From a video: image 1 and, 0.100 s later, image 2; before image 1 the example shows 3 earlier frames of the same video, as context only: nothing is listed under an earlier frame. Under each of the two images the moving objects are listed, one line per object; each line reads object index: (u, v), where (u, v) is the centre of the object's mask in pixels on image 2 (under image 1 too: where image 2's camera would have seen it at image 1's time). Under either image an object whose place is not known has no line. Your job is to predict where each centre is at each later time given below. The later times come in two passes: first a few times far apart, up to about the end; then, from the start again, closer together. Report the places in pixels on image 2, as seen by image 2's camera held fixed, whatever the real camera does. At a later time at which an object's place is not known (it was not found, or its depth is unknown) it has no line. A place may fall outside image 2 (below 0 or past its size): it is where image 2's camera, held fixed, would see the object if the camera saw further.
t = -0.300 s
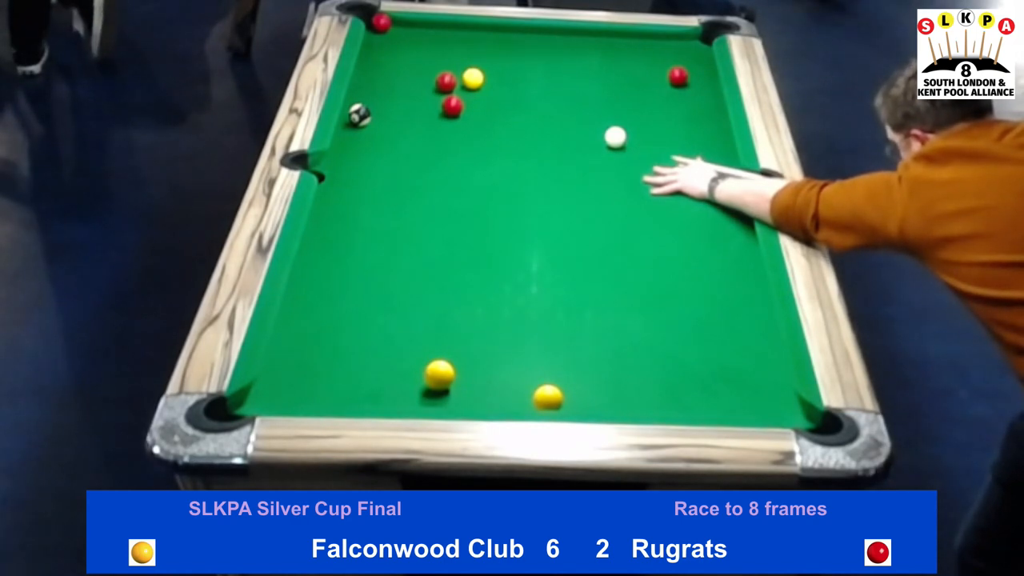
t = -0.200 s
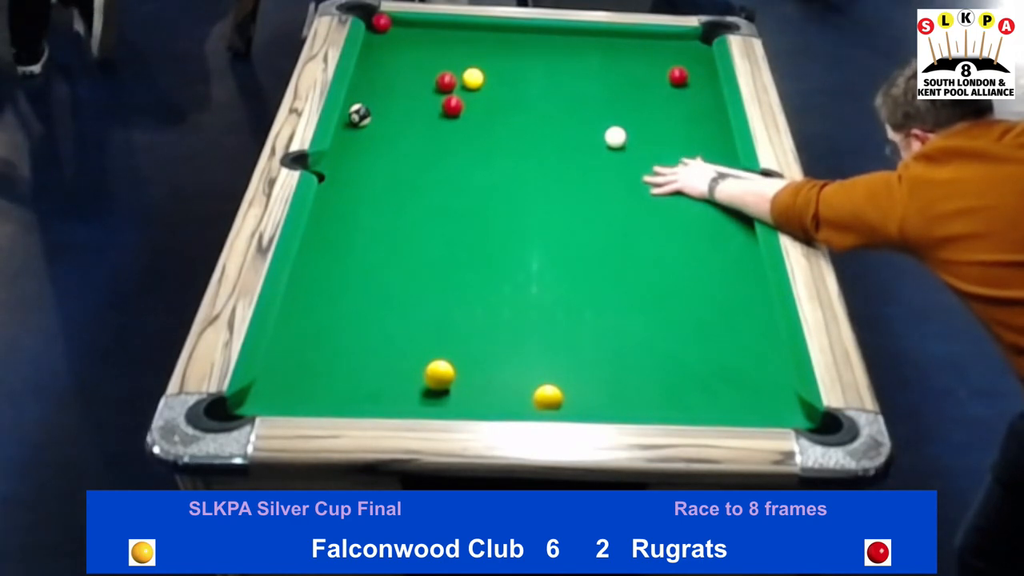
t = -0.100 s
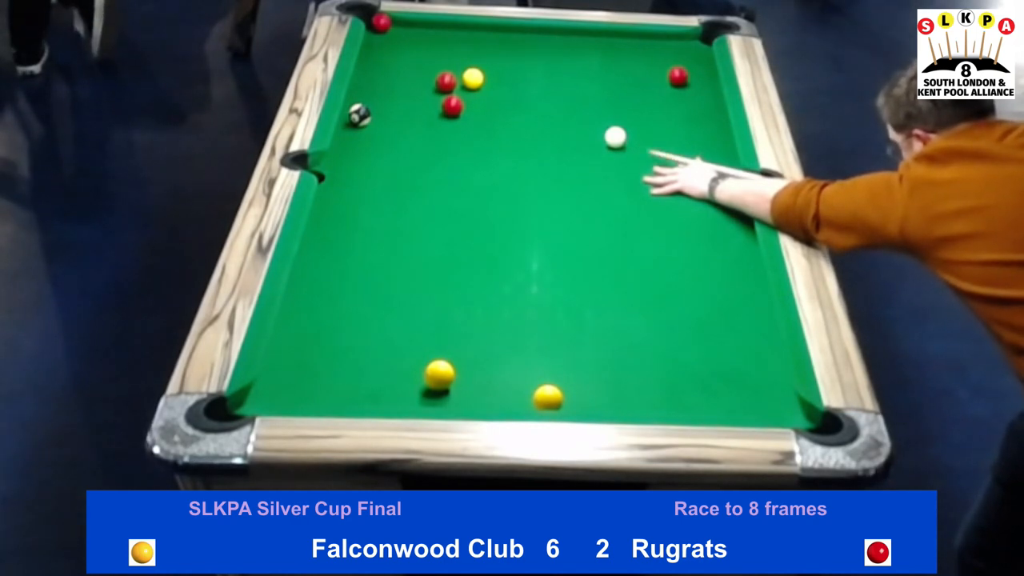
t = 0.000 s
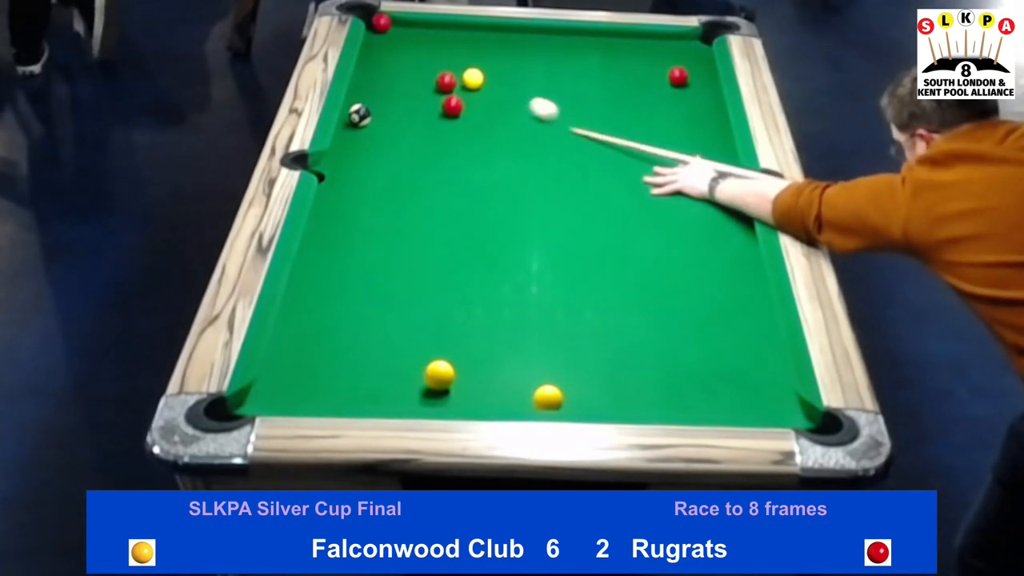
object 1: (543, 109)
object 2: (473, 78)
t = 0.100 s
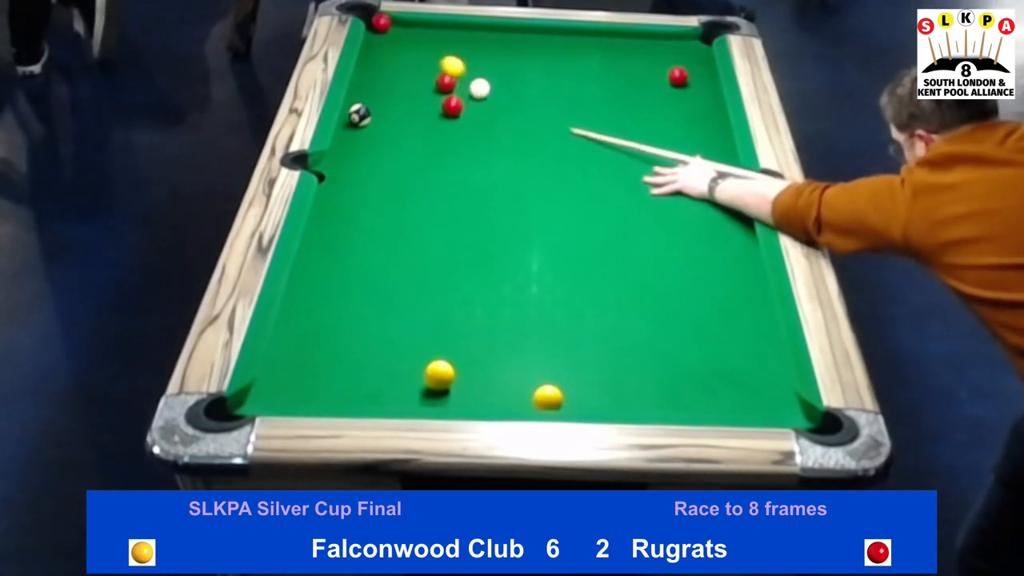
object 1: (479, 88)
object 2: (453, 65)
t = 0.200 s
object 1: (472, 97)
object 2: (401, 37)
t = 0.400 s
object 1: (479, 119)
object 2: (390, 30)
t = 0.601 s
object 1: (488, 142)
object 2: (414, 29)
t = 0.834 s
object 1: (499, 170)
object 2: (440, 28)
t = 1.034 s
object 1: (508, 195)
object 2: (461, 28)
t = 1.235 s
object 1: (518, 220)
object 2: (480, 27)
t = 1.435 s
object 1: (528, 247)
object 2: (497, 28)
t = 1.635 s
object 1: (538, 273)
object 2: (511, 30)
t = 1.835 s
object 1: (548, 301)
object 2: (523, 31)
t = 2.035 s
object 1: (558, 329)
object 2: (535, 32)
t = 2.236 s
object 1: (569, 357)
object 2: (545, 33)
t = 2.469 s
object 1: (581, 390)
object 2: (555, 34)
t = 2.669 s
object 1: (589, 399)
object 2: (562, 36)
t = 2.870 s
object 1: (595, 385)
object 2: (568, 36)
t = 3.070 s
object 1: (599, 368)
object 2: (572, 37)
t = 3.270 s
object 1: (603, 353)
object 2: (576, 37)
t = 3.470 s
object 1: (606, 340)
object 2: (578, 38)
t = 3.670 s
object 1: (609, 328)
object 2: (579, 38)
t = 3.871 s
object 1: (611, 317)
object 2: (579, 38)
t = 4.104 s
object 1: (613, 306)
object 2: (579, 39)
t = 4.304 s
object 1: (614, 298)
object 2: (579, 38)
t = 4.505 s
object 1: (615, 291)
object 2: (579, 39)
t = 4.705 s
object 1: (615, 285)
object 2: (579, 39)
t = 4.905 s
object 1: (616, 280)
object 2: (579, 38)
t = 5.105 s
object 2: (579, 38)
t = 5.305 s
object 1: (618, 273)
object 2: (579, 38)
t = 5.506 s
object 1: (618, 271)
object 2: (579, 39)
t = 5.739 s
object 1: (619, 270)
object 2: (579, 39)
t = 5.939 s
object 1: (619, 270)
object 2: (579, 39)
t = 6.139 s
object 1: (618, 270)
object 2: (579, 39)
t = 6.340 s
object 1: (619, 270)
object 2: (579, 38)
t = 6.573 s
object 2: (578, 38)
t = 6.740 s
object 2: (579, 39)
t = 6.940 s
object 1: (619, 270)
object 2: (579, 38)
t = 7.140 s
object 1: (618, 270)
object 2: (579, 39)
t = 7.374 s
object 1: (618, 270)
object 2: (579, 38)
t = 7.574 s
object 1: (618, 270)
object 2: (579, 38)
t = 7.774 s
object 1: (618, 270)
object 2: (579, 38)
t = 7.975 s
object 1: (618, 270)
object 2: (579, 38)
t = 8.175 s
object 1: (619, 270)
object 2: (579, 38)
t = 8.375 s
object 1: (618, 270)
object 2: (579, 38)
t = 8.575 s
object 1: (618, 270)
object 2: (579, 38)
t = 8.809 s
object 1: (619, 270)
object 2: (579, 38)
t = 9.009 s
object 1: (618, 270)
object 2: (579, 38)
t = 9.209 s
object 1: (618, 270)
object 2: (579, 38)
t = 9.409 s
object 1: (618, 270)
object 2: (579, 38)
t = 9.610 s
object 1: (618, 270)
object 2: (579, 38)
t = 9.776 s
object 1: (618, 270)
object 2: (579, 38)
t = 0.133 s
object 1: (476, 91)
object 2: (434, 56)
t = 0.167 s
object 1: (474, 94)
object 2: (417, 46)
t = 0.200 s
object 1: (472, 97)
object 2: (401, 37)
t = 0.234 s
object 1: (472, 101)
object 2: (387, 30)
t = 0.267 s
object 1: (473, 104)
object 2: (380, 29)
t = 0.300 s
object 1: (474, 108)
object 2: (375, 30)
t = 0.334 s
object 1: (476, 112)
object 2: (381, 30)
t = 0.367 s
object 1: (477, 116)
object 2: (386, 30)
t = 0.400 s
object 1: (479, 119)
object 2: (390, 30)
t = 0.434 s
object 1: (480, 123)
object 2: (394, 30)
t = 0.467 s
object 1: (482, 127)
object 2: (398, 30)
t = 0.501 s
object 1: (483, 131)
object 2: (402, 30)
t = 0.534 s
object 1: (485, 134)
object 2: (406, 30)
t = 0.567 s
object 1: (486, 138)
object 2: (410, 29)
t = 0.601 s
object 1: (488, 142)
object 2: (414, 29)
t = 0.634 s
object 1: (489, 146)
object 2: (418, 29)
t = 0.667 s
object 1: (491, 150)
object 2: (422, 29)
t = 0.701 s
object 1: (492, 154)
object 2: (425, 29)
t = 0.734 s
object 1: (494, 158)
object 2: (429, 29)
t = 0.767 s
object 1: (495, 162)
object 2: (433, 29)
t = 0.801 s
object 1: (497, 166)
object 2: (437, 29)
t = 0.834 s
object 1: (499, 170)
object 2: (440, 28)
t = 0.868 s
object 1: (500, 174)
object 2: (444, 28)
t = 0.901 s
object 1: (502, 178)
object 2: (447, 28)
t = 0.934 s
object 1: (503, 183)
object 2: (451, 28)
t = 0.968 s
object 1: (505, 187)
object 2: (454, 28)
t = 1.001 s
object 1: (506, 191)
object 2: (458, 28)
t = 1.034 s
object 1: (508, 195)
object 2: (461, 28)
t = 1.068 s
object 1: (509, 199)
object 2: (464, 28)
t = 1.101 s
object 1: (511, 203)
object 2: (468, 28)
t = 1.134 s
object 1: (513, 208)
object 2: (471, 28)
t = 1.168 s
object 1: (514, 212)
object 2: (474, 28)
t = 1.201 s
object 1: (516, 216)
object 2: (477, 27)
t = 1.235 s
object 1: (518, 220)
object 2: (480, 27)
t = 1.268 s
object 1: (519, 224)
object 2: (483, 27)
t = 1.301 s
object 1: (521, 229)
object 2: (487, 27)
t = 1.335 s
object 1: (522, 233)
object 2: (489, 27)
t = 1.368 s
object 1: (524, 238)
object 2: (492, 28)
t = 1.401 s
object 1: (526, 242)
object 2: (494, 28)
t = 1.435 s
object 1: (528, 247)
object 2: (497, 28)
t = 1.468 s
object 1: (529, 251)
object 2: (499, 28)
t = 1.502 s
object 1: (531, 255)
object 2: (502, 29)
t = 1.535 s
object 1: (533, 260)
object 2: (504, 29)
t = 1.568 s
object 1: (534, 264)
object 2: (506, 29)
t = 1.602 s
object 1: (536, 269)
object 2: (509, 29)
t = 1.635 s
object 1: (538, 273)
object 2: (511, 30)
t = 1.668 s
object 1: (539, 277)
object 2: (513, 30)
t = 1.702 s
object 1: (541, 282)
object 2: (515, 30)
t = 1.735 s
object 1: (543, 287)
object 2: (517, 30)
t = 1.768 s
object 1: (545, 291)
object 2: (519, 30)
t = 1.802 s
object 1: (546, 296)
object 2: (521, 31)
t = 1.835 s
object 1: (548, 301)
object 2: (523, 31)
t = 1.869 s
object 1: (550, 305)
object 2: (525, 31)
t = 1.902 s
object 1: (551, 310)
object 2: (527, 31)
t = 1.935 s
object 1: (553, 315)
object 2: (529, 32)
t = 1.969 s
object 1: (555, 319)
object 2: (531, 32)
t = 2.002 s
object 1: (557, 324)
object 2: (533, 32)
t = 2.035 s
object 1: (558, 329)
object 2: (535, 32)
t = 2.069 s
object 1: (560, 333)
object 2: (536, 32)
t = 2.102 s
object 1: (562, 338)
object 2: (538, 32)
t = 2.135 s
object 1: (564, 343)
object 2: (540, 33)
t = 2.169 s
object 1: (565, 347)
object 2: (542, 33)
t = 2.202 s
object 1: (567, 352)
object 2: (543, 33)
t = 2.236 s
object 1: (569, 357)
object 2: (545, 33)
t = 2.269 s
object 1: (570, 361)
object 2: (546, 33)
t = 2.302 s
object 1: (572, 366)
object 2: (548, 34)
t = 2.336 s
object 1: (574, 371)
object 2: (549, 33)
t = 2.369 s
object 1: (576, 376)
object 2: (550, 34)
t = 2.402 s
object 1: (577, 381)
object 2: (552, 34)
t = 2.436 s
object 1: (579, 385)
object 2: (553, 34)
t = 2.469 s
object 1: (581, 390)
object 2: (555, 34)
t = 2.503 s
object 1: (582, 394)
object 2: (556, 35)
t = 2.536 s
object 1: (584, 398)
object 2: (557, 35)
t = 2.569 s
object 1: (586, 401)
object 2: (558, 35)
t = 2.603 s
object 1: (587, 404)
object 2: (559, 35)
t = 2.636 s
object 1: (589, 402)
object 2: (561, 35)
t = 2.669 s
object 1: (589, 399)
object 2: (562, 36)
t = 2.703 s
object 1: (590, 398)
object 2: (563, 36)
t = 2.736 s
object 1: (591, 396)
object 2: (564, 36)
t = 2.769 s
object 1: (592, 393)
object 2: (565, 36)
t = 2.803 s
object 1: (593, 390)
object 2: (566, 36)
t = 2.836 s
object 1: (594, 388)
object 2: (567, 36)
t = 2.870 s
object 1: (595, 385)
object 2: (568, 36)
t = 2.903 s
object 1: (596, 382)
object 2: (569, 36)
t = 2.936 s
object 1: (596, 379)
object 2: (569, 36)
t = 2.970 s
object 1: (598, 377)
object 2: (570, 37)
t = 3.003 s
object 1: (598, 374)
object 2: (571, 37)
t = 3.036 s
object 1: (598, 371)
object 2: (572, 37)
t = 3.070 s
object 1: (599, 368)
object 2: (572, 37)
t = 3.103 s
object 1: (600, 366)
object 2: (573, 37)
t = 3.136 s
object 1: (601, 363)
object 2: (574, 37)
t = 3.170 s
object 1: (601, 361)
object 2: (574, 37)
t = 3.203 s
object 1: (602, 358)
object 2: (575, 37)
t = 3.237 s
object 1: (602, 356)
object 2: (575, 37)
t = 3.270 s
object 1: (603, 353)
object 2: (576, 37)
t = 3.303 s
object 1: (603, 351)
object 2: (576, 37)
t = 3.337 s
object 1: (604, 348)
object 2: (577, 38)
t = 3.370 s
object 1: (604, 346)
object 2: (577, 38)
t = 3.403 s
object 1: (605, 344)
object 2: (577, 38)
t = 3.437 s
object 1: (605, 342)
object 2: (578, 38)
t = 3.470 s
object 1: (606, 340)
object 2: (578, 38)
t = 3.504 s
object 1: (606, 338)
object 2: (578, 38)
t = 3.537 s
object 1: (607, 335)
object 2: (578, 38)
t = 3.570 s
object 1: (607, 334)
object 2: (579, 38)
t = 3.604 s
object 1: (608, 332)
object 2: (579, 38)
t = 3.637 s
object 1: (608, 330)
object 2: (579, 38)
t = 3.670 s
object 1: (609, 328)
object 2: (579, 38)
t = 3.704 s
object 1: (609, 326)
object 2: (579, 38)
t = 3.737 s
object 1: (610, 324)
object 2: (579, 39)
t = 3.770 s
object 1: (610, 322)
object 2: (579, 39)
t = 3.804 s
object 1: (610, 320)
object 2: (579, 39)
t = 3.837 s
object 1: (611, 319)
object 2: (579, 39)
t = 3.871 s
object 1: (611, 317)
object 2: (579, 38)
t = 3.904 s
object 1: (611, 315)
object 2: (579, 38)
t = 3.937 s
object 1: (612, 314)
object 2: (579, 39)
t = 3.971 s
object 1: (612, 312)
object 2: (579, 38)
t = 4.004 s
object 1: (612, 311)
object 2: (579, 38)
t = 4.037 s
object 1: (613, 309)
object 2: (579, 39)
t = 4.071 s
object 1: (613, 308)
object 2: (579, 38)
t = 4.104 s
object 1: (613, 306)
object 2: (579, 39)
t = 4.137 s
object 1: (613, 305)
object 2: (579, 39)
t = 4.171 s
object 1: (613, 304)
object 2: (579, 39)
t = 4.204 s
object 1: (613, 302)
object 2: (579, 38)
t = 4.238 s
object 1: (614, 300)
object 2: (579, 39)
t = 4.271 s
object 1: (614, 299)
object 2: (579, 39)
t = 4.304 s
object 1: (614, 298)
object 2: (579, 38)
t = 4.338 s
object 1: (614, 297)
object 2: (579, 39)
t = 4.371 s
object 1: (614, 295)
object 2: (579, 39)
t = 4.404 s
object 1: (614, 294)
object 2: (579, 38)
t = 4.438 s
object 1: (614, 293)
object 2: (579, 38)
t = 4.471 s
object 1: (614, 291)
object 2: (579, 38)
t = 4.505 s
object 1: (615, 291)
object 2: (579, 39)
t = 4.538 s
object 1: (615, 289)
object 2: (579, 39)
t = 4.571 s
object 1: (615, 288)
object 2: (579, 38)
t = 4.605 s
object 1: (615, 287)
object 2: (579, 39)
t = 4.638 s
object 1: (615, 286)
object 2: (579, 39)
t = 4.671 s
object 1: (615, 286)
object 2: (579, 39)
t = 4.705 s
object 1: (615, 285)
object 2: (579, 39)
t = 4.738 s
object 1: (615, 284)
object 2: (579, 38)
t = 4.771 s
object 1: (615, 283)
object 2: (579, 39)
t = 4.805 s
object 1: (615, 282)
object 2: (579, 38)
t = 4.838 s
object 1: (616, 281)
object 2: (579, 39)
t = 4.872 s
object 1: (616, 281)
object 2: (579, 38)
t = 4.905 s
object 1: (616, 280)
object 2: (579, 38)
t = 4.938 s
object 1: (616, 279)
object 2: (579, 38)
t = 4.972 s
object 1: (616, 278)
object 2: (579, 39)
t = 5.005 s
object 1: (609, 281)
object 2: (579, 39)
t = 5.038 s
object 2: (579, 38)
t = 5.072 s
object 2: (579, 39)
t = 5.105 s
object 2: (579, 38)
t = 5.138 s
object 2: (579, 38)
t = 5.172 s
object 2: (579, 38)
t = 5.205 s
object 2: (579, 38)
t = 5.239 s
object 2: (579, 38)
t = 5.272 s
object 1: (621, 270)
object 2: (579, 38)
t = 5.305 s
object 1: (618, 273)
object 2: (579, 38)
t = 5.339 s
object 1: (618, 272)
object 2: (579, 39)
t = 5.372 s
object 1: (618, 272)
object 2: (579, 39)
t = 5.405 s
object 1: (618, 272)
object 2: (579, 39)
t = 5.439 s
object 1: (618, 271)
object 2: (579, 39)
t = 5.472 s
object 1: (618, 271)
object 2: (579, 39)
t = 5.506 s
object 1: (618, 271)
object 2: (579, 39)
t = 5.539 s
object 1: (619, 270)
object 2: (579, 39)
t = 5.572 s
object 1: (619, 270)
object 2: (579, 38)
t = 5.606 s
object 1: (619, 270)
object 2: (579, 39)
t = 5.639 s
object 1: (619, 270)
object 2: (579, 38)
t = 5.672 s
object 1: (619, 270)
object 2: (579, 39)
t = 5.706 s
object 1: (619, 270)
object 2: (579, 39)
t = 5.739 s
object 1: (619, 270)
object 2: (579, 39)
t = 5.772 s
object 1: (619, 270)
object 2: (579, 38)
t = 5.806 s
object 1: (619, 270)
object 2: (579, 39)
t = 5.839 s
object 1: (619, 270)
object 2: (579, 38)
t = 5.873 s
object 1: (619, 270)
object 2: (579, 38)
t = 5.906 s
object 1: (619, 270)
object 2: (579, 39)
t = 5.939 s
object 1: (619, 270)
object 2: (579, 39)
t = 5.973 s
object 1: (619, 270)
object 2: (579, 38)
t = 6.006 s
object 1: (619, 270)
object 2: (579, 38)
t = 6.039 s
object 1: (619, 270)
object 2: (579, 38)
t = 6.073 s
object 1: (619, 270)
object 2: (579, 39)
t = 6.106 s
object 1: (619, 270)
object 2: (579, 39)
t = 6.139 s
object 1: (618, 270)
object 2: (579, 39)
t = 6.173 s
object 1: (618, 270)
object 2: (579, 38)
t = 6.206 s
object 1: (618, 270)
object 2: (579, 39)
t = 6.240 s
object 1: (618, 270)
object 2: (579, 39)
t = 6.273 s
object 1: (618, 270)
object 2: (579, 39)
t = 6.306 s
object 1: (619, 270)
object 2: (579, 38)
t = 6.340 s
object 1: (619, 270)
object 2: (579, 38)
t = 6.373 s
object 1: (618, 270)
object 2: (579, 38)
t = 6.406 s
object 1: (618, 270)
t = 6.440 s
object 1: (618, 270)
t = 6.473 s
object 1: (619, 270)
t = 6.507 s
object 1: (625, 264)
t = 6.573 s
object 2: (578, 38)
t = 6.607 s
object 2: (579, 39)
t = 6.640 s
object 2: (579, 39)
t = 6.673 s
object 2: (579, 39)
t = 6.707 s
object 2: (579, 38)
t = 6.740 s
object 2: (579, 39)
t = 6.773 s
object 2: (579, 39)
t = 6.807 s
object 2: (579, 39)
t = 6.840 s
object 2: (579, 38)
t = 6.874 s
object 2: (579, 38)
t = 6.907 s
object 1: (615, 267)
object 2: (579, 39)
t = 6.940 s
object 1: (619, 270)
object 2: (579, 38)
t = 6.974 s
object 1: (619, 270)
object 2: (579, 39)
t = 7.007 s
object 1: (619, 270)
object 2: (579, 38)
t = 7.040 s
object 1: (619, 270)
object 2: (579, 39)
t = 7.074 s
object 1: (619, 270)
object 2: (579, 38)
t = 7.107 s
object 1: (619, 270)
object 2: (579, 39)
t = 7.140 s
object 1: (618, 270)
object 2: (579, 39)
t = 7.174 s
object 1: (619, 270)
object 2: (579, 38)
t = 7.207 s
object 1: (618, 270)
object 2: (579, 39)
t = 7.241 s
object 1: (618, 270)
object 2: (579, 39)
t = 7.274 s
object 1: (618, 270)
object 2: (579, 38)
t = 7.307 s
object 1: (618, 270)
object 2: (579, 39)
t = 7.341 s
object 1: (618, 270)
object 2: (579, 39)
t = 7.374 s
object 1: (618, 270)
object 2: (579, 38)
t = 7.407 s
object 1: (618, 270)
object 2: (579, 39)
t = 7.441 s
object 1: (619, 270)
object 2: (579, 38)
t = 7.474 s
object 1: (618, 270)
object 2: (579, 38)
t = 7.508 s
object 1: (618, 270)
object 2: (579, 38)
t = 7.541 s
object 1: (618, 270)
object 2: (579, 38)
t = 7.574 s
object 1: (618, 270)
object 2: (579, 38)
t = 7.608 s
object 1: (618, 270)
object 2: (579, 38)
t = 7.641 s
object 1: (618, 270)
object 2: (579, 38)
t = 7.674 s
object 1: (618, 270)
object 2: (579, 38)
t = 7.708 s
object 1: (618, 270)
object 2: (579, 38)
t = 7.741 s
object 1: (618, 270)
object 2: (579, 39)
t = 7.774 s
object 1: (618, 270)
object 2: (579, 38)
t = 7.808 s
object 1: (618, 270)
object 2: (579, 38)
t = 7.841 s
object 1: (618, 270)
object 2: (579, 38)
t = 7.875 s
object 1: (618, 270)
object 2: (579, 38)
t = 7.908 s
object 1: (618, 270)
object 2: (579, 38)
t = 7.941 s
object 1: (618, 270)
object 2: (579, 39)
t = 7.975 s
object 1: (618, 270)
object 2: (579, 38)
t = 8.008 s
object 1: (618, 270)
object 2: (579, 39)
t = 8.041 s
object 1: (618, 270)
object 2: (579, 38)
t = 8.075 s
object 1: (619, 270)
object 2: (579, 38)
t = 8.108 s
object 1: (618, 270)
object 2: (579, 38)
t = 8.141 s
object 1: (619, 270)
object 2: (579, 38)
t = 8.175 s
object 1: (619, 270)
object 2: (579, 38)
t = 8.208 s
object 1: (619, 270)
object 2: (579, 38)
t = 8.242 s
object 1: (619, 270)
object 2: (579, 38)
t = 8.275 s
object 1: (618, 270)
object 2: (579, 38)
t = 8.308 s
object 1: (618, 270)
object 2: (579, 38)
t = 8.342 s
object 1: (618, 270)
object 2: (579, 38)
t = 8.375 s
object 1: (618, 270)
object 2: (579, 38)
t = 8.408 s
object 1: (618, 270)
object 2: (579, 38)
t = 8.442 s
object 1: (618, 270)
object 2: (579, 38)
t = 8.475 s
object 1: (618, 270)
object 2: (579, 38)
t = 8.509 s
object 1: (618, 270)
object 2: (579, 38)
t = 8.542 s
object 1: (618, 270)
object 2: (579, 38)
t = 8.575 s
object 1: (618, 270)
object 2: (579, 38)
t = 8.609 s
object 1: (618, 270)
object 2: (579, 38)
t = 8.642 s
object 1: (618, 270)
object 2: (579, 38)
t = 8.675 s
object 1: (619, 270)
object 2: (579, 38)
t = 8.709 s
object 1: (618, 270)
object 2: (579, 38)
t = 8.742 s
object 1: (618, 270)
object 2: (579, 38)
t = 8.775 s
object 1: (619, 270)
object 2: (579, 38)
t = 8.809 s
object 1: (619, 270)
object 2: (579, 38)
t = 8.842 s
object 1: (619, 270)
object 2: (579, 38)
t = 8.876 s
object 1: (618, 270)
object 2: (579, 38)
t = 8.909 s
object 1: (618, 270)
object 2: (579, 38)
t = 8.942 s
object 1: (618, 270)
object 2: (579, 38)
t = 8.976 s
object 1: (618, 270)
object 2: (579, 38)
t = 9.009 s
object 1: (618, 270)
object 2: (579, 38)
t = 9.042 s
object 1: (618, 270)
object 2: (579, 38)
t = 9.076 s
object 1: (618, 270)
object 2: (579, 38)
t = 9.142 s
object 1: (618, 270)
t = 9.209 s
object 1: (618, 270)
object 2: (579, 38)
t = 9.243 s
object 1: (618, 270)
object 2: (579, 38)
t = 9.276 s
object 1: (618, 270)
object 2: (579, 38)
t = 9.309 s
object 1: (618, 270)
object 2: (579, 38)
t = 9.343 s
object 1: (618, 270)
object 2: (579, 38)
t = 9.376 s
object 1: (618, 270)
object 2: (579, 38)
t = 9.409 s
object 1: (618, 270)
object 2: (579, 38)
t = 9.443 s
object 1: (618, 270)
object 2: (579, 38)
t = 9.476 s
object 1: (618, 270)
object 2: (579, 38)
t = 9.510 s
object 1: (618, 270)
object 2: (579, 38)
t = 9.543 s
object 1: (618, 270)
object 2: (579, 38)
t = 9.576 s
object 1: (618, 270)
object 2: (579, 38)
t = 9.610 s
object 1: (618, 270)
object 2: (579, 38)
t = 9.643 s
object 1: (618, 270)
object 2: (579, 38)
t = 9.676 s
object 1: (618, 270)
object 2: (579, 38)
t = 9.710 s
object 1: (618, 270)
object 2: (579, 38)
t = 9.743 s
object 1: (618, 270)
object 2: (579, 39)
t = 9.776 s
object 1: (618, 270)
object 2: (579, 38)
